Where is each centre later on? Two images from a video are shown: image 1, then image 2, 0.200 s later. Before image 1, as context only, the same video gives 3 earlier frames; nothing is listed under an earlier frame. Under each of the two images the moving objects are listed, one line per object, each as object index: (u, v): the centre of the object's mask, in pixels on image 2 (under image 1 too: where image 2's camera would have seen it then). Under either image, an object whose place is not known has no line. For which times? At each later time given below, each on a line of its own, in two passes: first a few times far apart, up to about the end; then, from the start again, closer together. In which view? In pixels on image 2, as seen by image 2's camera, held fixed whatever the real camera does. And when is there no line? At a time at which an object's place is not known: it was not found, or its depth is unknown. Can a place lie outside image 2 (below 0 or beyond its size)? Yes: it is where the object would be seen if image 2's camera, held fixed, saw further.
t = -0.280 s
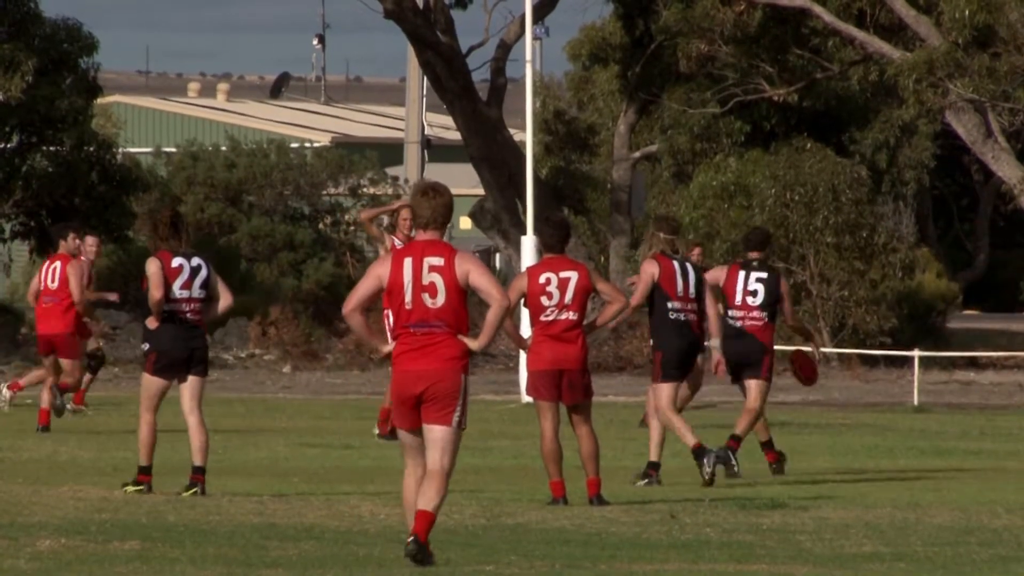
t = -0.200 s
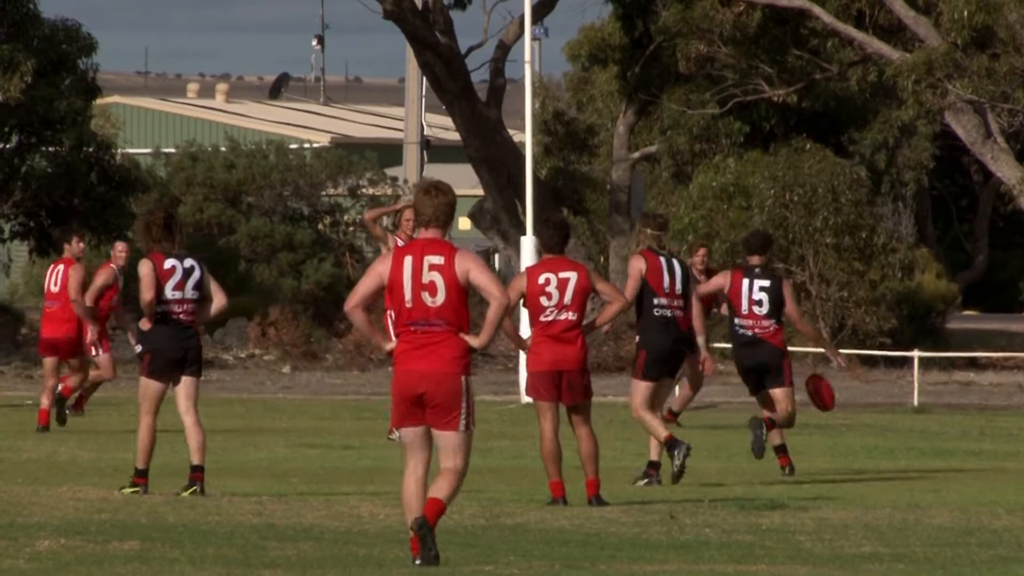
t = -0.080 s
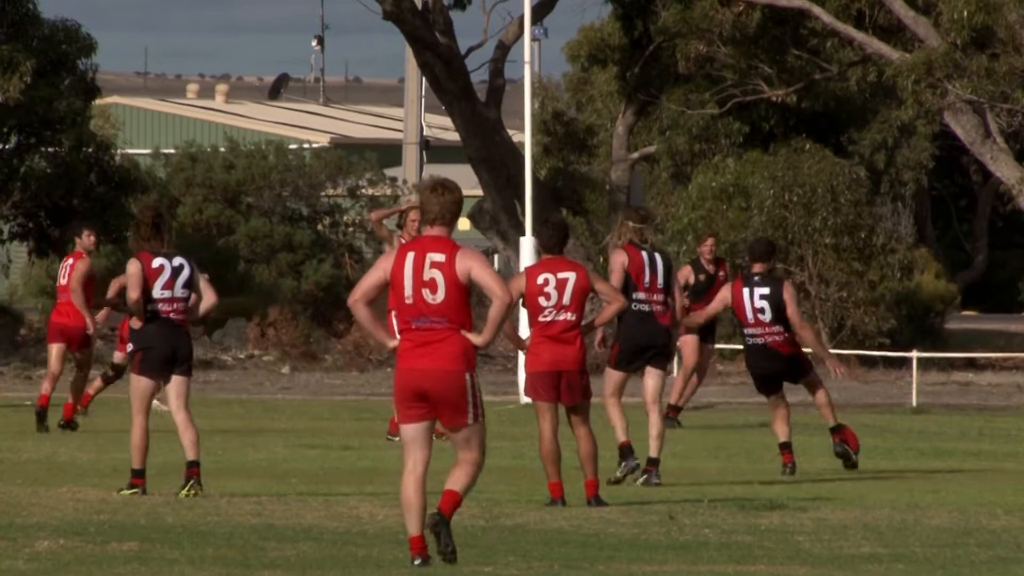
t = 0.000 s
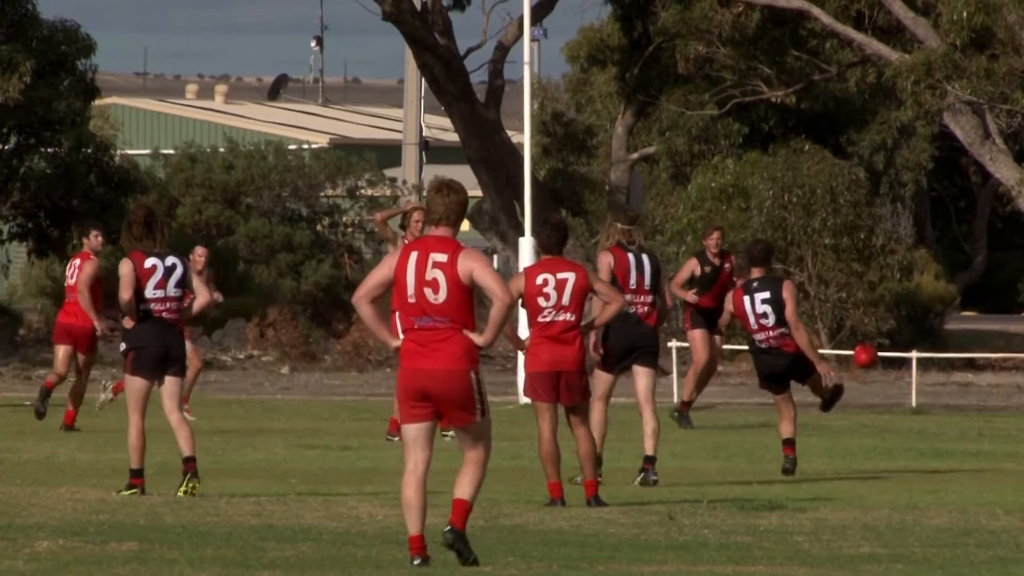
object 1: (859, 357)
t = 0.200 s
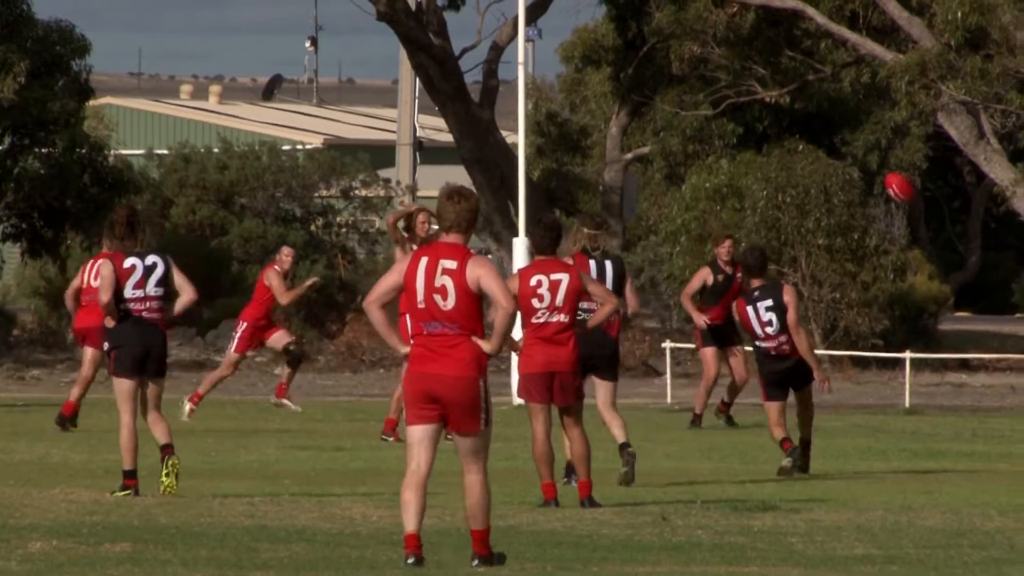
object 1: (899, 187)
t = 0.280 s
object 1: (913, 136)
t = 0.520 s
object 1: (947, 32)
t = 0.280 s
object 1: (913, 136)
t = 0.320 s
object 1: (920, 114)
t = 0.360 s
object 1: (925, 94)
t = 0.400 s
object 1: (932, 77)
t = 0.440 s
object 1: (935, 61)
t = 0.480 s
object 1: (942, 46)
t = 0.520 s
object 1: (947, 32)
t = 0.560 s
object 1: (953, 22)
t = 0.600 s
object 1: (957, 12)
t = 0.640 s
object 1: (964, 7)
